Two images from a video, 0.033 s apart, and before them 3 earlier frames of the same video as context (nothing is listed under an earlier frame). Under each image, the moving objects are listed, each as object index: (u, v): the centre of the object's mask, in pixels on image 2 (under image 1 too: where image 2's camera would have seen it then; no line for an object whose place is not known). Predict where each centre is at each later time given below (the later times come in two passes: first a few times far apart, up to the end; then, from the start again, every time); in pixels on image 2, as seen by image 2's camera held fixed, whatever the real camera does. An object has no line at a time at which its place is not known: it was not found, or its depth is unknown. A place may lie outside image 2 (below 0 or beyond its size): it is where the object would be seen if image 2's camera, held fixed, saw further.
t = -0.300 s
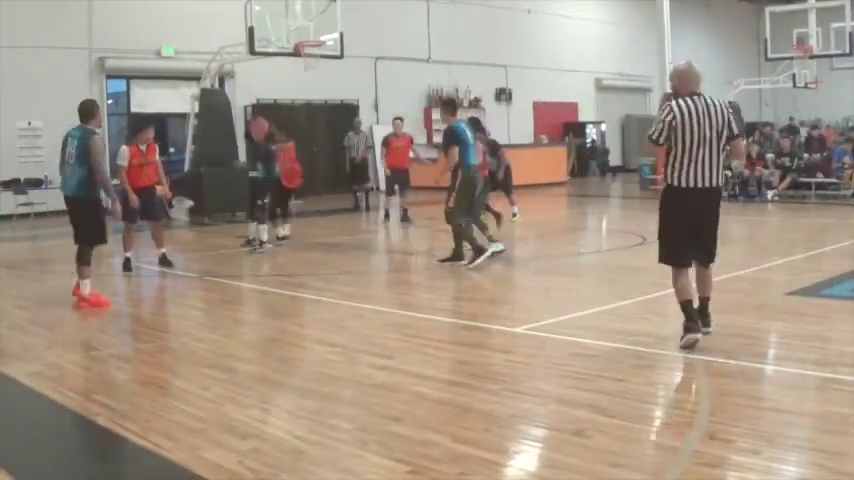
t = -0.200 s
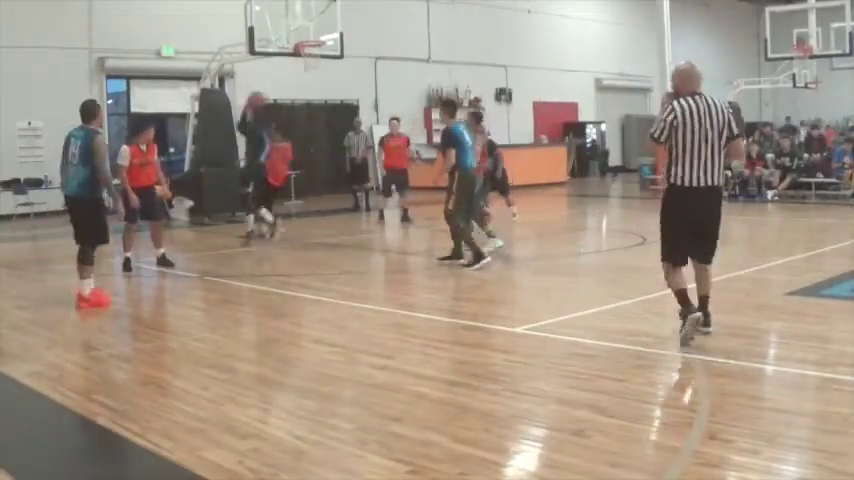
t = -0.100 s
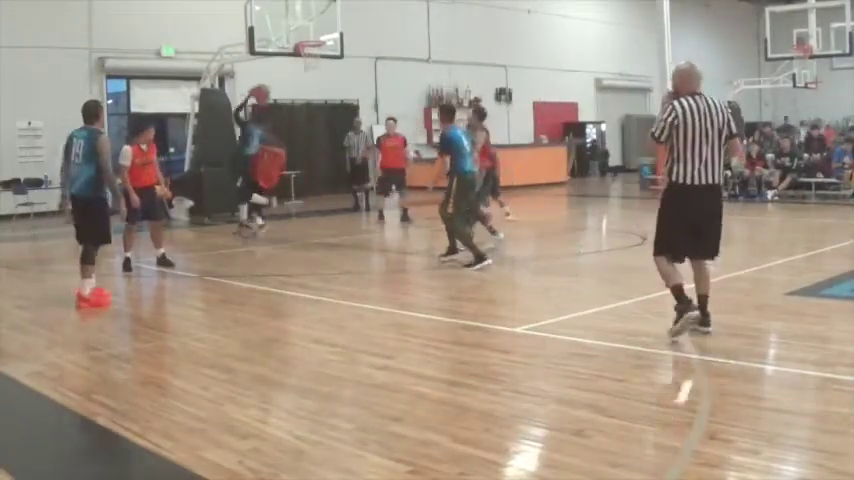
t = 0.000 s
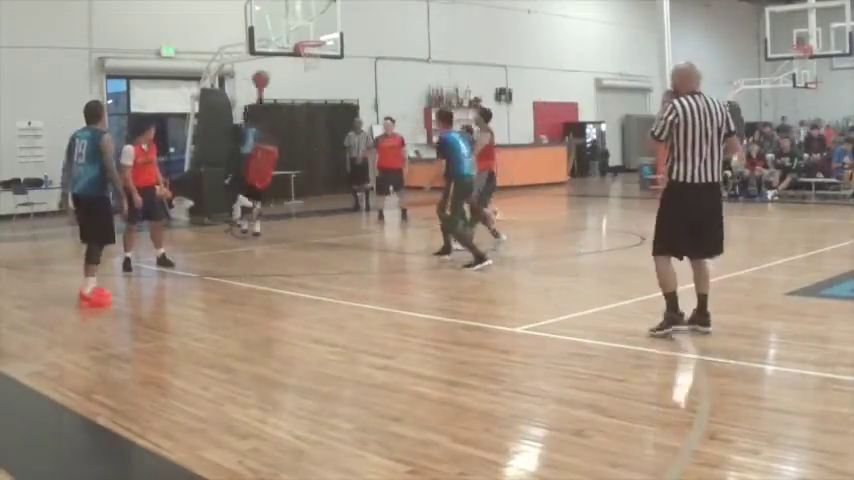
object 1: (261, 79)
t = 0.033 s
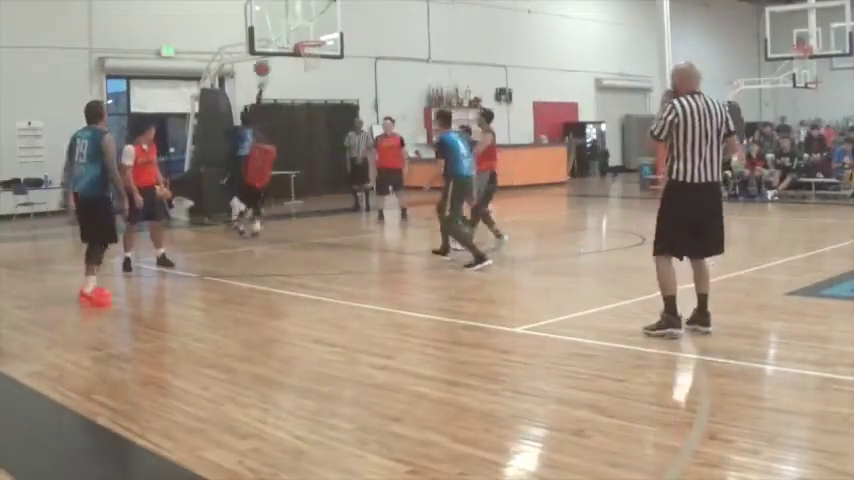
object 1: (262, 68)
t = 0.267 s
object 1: (268, 18)
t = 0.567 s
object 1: (278, 11)
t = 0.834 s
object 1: (291, 35)
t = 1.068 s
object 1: (277, 26)
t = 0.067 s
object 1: (262, 58)
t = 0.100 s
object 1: (264, 48)
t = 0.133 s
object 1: (264, 41)
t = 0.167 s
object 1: (265, 34)
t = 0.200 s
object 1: (266, 28)
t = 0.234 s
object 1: (267, 23)
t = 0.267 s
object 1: (268, 18)
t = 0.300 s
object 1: (270, 14)
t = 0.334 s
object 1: (270, 11)
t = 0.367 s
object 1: (271, 9)
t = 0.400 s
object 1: (272, 8)
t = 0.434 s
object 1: (273, 7)
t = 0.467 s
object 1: (275, 7)
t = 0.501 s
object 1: (276, 8)
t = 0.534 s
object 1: (277, 9)
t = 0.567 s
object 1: (278, 11)
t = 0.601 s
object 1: (279, 14)
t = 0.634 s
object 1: (280, 17)
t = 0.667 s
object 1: (281, 21)
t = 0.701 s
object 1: (282, 25)
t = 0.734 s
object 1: (283, 30)
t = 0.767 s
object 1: (288, 33)
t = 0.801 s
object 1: (292, 38)
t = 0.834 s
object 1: (291, 35)
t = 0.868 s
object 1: (289, 32)
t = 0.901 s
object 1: (287, 30)
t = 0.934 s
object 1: (285, 28)
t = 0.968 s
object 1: (283, 26)
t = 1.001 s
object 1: (281, 26)
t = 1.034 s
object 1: (279, 26)
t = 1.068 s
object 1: (277, 26)
